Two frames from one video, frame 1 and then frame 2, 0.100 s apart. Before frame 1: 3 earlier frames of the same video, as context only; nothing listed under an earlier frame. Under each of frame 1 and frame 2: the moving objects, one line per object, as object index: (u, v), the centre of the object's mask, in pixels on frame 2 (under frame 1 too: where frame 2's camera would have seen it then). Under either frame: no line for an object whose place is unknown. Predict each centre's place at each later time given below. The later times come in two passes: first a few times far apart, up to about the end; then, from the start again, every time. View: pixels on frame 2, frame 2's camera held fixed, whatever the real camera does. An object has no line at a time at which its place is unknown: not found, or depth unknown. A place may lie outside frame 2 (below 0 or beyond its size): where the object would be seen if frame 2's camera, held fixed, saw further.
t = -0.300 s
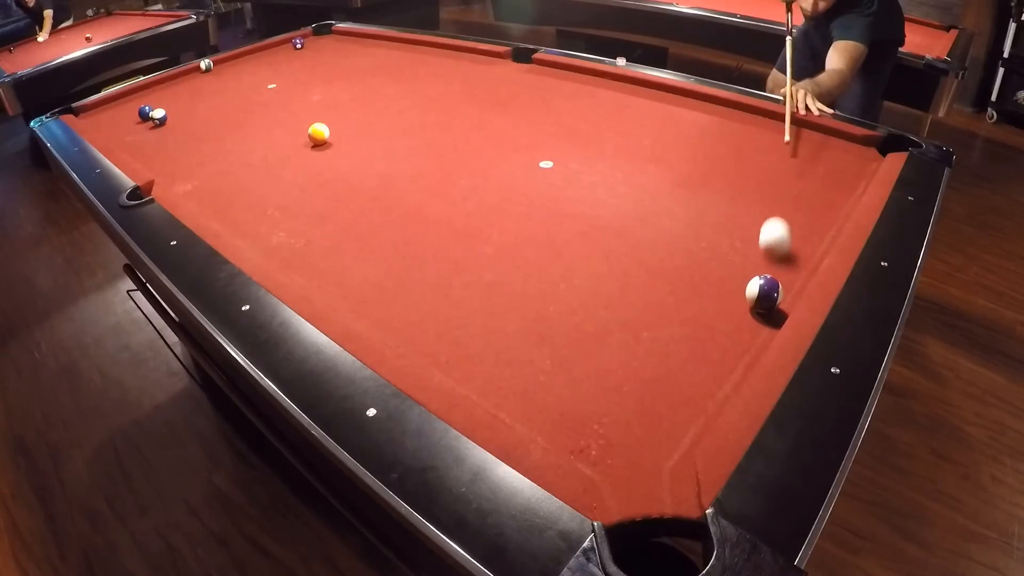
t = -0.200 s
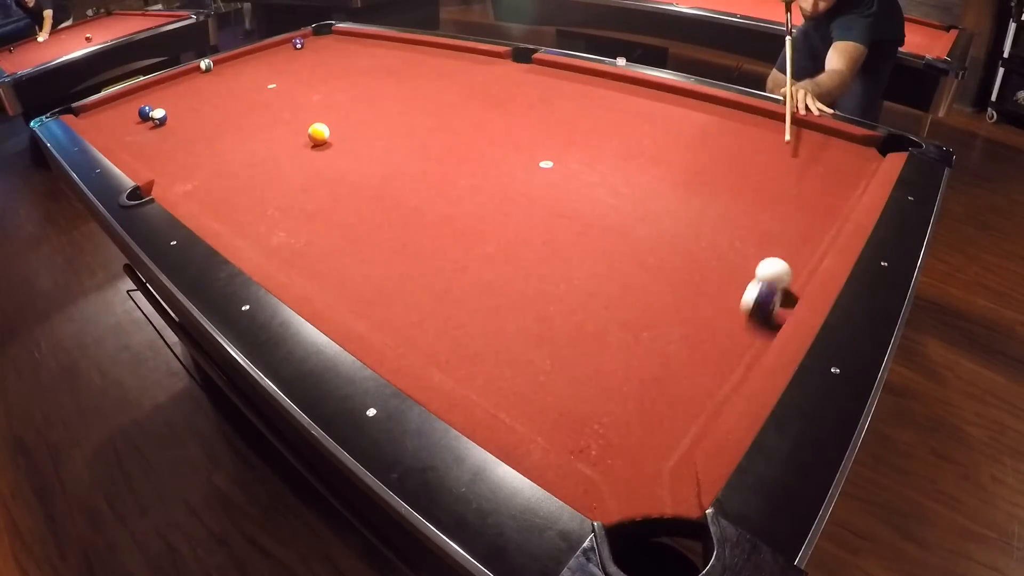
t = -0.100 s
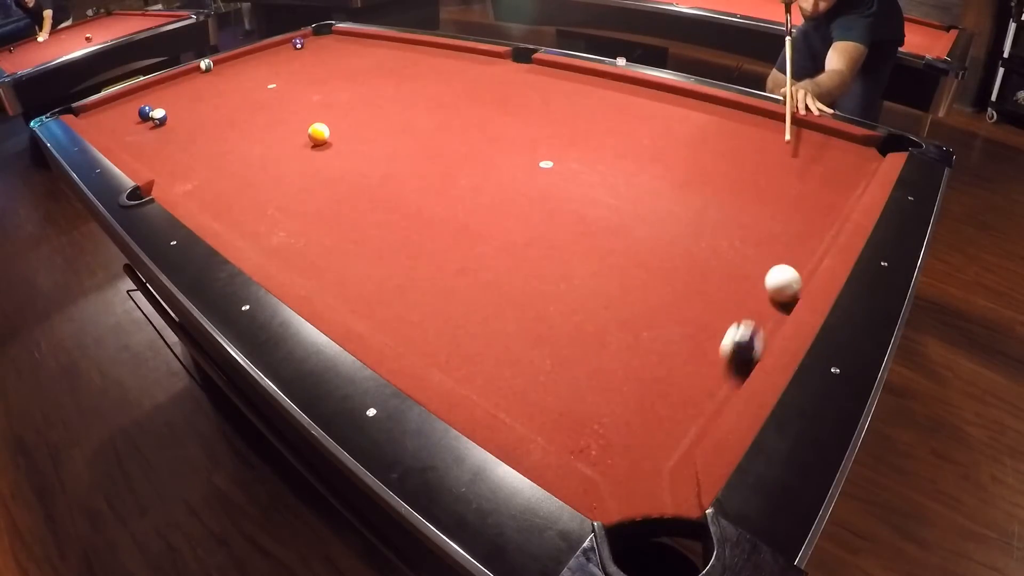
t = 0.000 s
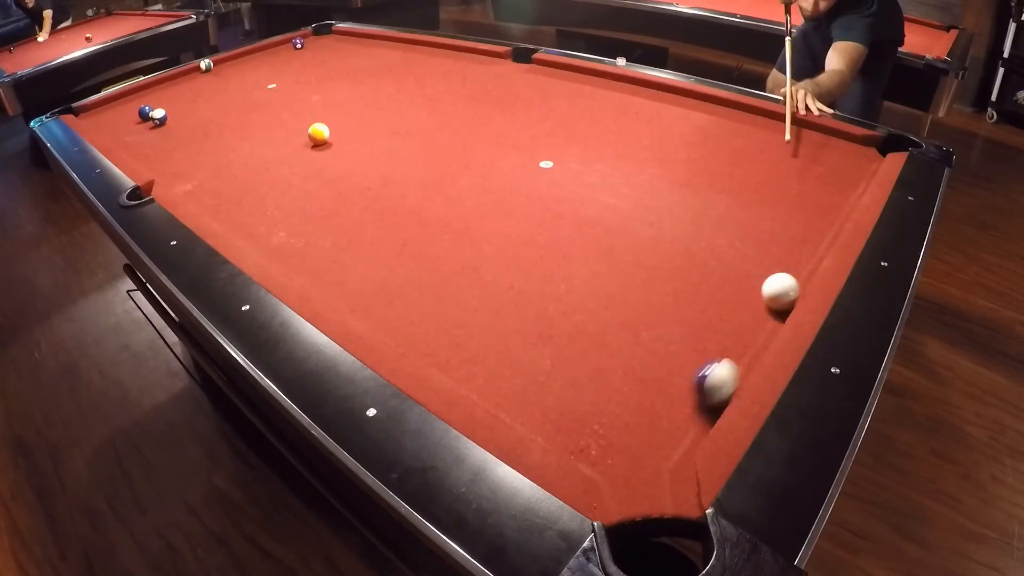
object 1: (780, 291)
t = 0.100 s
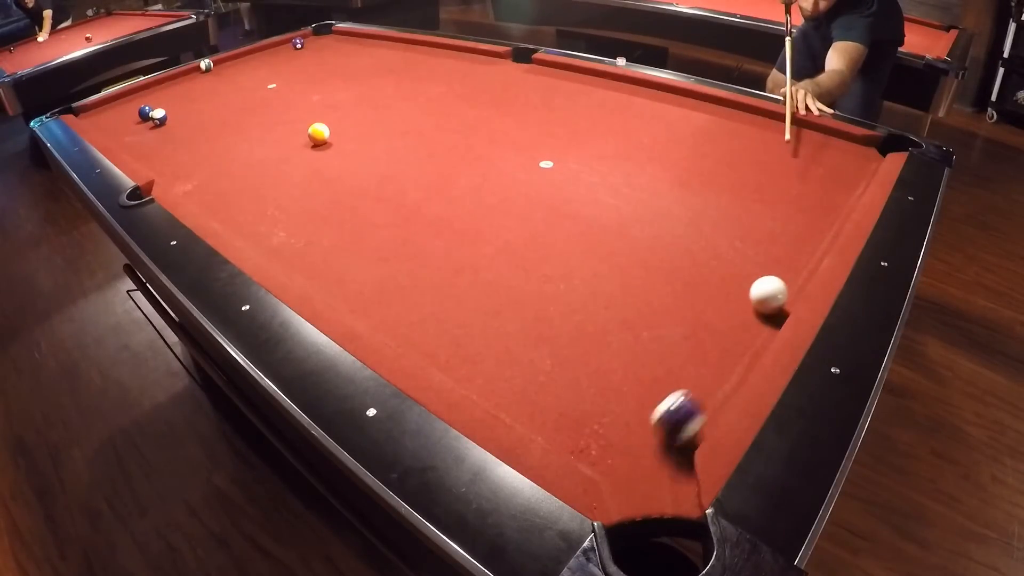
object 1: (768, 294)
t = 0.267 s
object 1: (749, 300)
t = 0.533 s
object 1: (719, 307)
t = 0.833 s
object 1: (688, 316)
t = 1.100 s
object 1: (663, 322)
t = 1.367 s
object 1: (642, 327)
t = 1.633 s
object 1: (625, 331)
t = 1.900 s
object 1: (613, 335)
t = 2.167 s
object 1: (605, 336)
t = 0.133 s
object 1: (764, 295)
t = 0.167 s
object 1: (760, 297)
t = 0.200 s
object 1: (757, 298)
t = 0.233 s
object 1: (753, 299)
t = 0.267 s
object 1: (749, 300)
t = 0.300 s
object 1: (745, 301)
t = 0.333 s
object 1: (741, 302)
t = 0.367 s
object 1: (738, 303)
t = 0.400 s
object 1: (734, 304)
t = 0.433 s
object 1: (730, 305)
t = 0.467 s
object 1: (726, 306)
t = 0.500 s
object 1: (723, 306)
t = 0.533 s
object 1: (719, 307)
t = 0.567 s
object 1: (715, 308)
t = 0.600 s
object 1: (712, 309)
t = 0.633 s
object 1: (708, 310)
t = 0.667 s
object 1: (705, 311)
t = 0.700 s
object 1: (701, 312)
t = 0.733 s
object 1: (698, 313)
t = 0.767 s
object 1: (694, 314)
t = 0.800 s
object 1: (691, 315)
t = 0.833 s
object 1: (688, 316)
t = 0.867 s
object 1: (685, 316)
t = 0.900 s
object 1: (681, 317)
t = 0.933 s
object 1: (678, 318)
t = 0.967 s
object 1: (675, 319)
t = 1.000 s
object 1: (672, 320)
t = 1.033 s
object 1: (669, 320)
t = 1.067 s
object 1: (666, 321)
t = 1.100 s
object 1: (663, 322)
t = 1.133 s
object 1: (660, 322)
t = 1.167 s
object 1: (658, 323)
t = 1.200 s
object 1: (655, 324)
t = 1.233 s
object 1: (652, 325)
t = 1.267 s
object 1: (650, 325)
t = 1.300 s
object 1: (647, 326)
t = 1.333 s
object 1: (645, 327)
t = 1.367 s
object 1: (642, 327)
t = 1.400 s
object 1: (640, 328)
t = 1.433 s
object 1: (638, 328)
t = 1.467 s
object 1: (635, 329)
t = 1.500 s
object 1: (633, 329)
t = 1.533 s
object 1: (631, 330)
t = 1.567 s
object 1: (629, 330)
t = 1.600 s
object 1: (627, 331)
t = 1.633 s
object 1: (625, 331)
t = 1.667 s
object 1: (623, 332)
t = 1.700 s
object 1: (622, 332)
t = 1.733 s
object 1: (620, 333)
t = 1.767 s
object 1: (619, 333)
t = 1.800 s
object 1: (617, 334)
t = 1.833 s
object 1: (616, 334)
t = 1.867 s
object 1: (614, 334)
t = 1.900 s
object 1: (613, 335)
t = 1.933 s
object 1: (612, 335)
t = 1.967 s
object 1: (610, 335)
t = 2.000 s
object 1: (609, 335)
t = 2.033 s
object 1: (608, 336)
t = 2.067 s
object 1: (607, 336)
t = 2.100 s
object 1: (606, 336)
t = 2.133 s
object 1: (606, 336)
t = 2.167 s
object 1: (605, 336)
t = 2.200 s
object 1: (604, 336)
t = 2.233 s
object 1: (604, 336)
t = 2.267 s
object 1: (603, 336)
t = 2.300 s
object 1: (603, 336)
